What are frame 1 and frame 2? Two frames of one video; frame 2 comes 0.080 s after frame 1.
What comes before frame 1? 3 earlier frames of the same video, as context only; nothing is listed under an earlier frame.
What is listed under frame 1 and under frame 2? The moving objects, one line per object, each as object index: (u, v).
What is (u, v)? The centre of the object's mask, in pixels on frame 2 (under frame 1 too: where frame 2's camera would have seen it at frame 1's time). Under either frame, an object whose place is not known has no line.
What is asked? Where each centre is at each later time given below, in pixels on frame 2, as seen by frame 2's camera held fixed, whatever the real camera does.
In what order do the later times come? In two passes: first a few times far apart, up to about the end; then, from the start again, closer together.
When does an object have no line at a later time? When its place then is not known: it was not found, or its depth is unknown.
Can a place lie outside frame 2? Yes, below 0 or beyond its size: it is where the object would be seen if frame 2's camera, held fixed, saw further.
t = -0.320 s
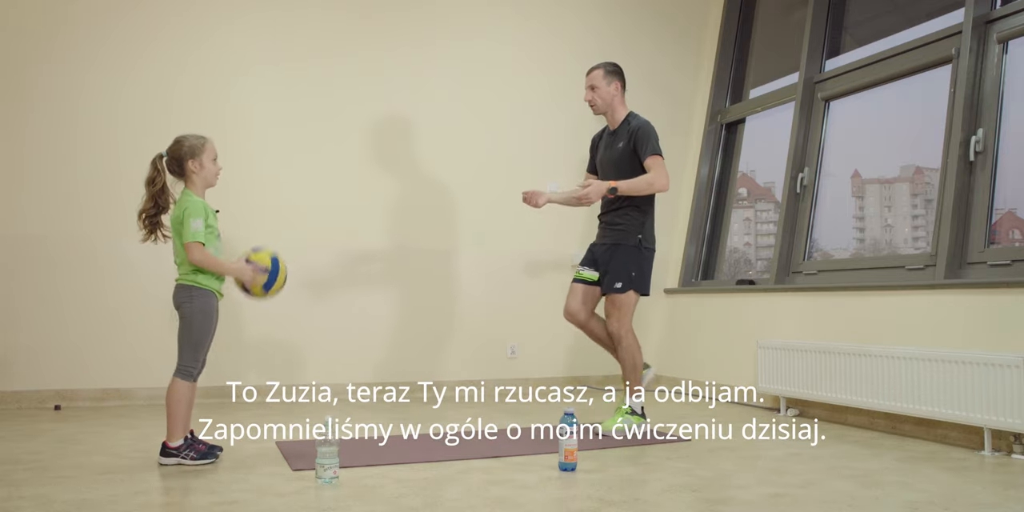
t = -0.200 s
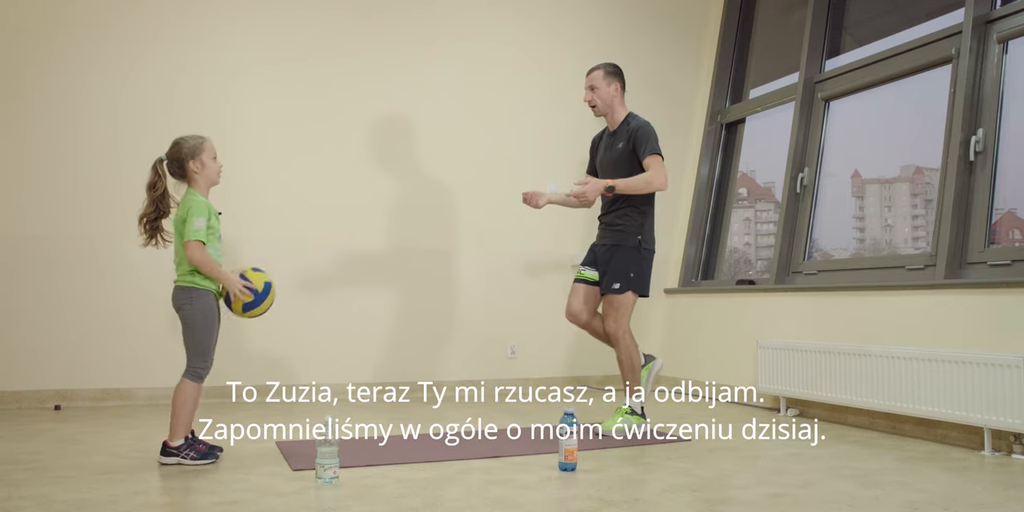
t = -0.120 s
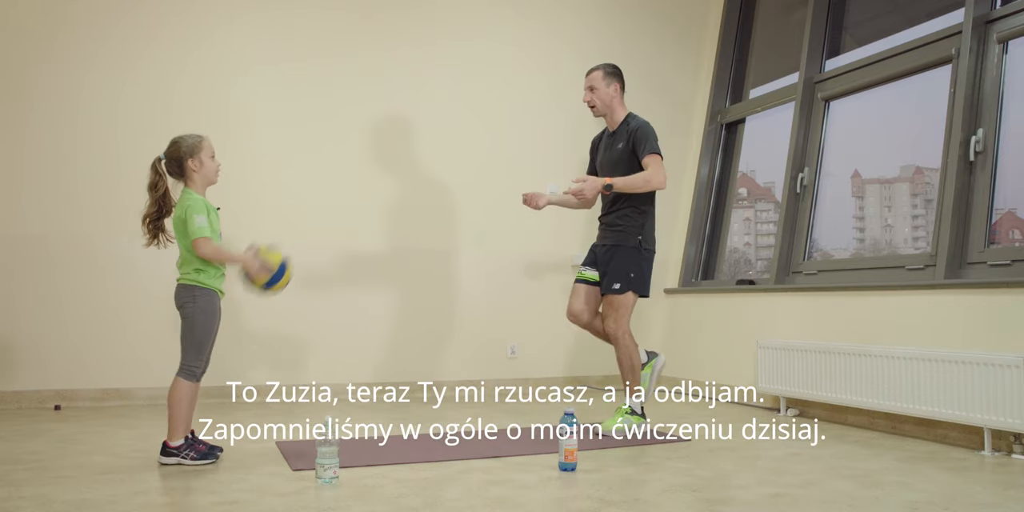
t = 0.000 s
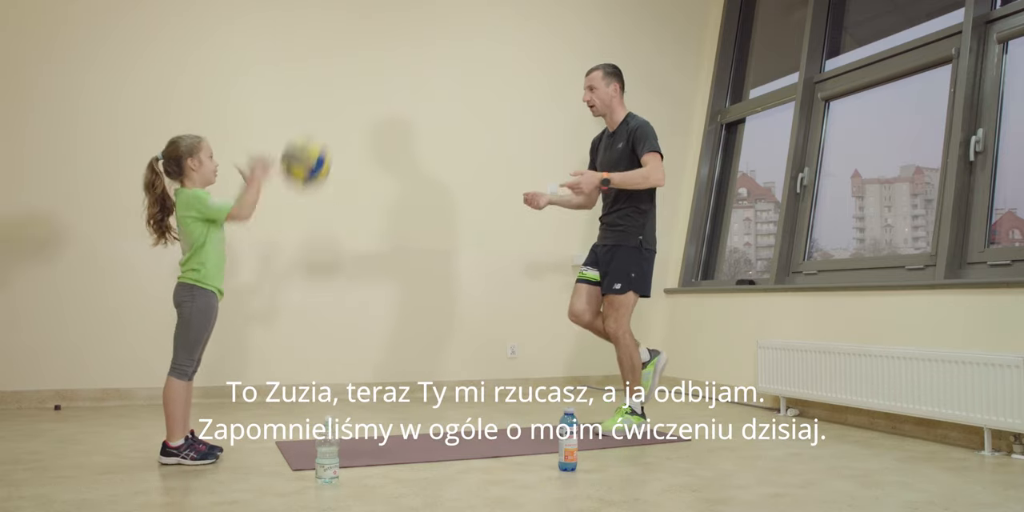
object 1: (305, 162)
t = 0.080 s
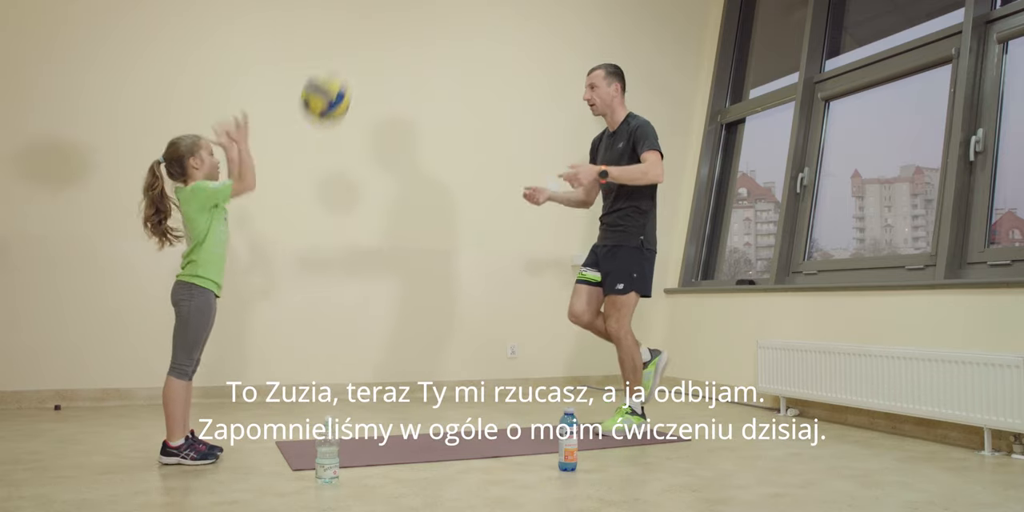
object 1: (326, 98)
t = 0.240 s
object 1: (361, 19)
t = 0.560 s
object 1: (422, 18)
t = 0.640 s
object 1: (436, 48)
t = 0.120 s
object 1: (335, 73)
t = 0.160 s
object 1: (344, 50)
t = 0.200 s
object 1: (352, 31)
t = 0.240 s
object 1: (361, 19)
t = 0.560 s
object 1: (422, 18)
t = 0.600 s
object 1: (430, 30)
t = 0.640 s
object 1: (436, 48)
